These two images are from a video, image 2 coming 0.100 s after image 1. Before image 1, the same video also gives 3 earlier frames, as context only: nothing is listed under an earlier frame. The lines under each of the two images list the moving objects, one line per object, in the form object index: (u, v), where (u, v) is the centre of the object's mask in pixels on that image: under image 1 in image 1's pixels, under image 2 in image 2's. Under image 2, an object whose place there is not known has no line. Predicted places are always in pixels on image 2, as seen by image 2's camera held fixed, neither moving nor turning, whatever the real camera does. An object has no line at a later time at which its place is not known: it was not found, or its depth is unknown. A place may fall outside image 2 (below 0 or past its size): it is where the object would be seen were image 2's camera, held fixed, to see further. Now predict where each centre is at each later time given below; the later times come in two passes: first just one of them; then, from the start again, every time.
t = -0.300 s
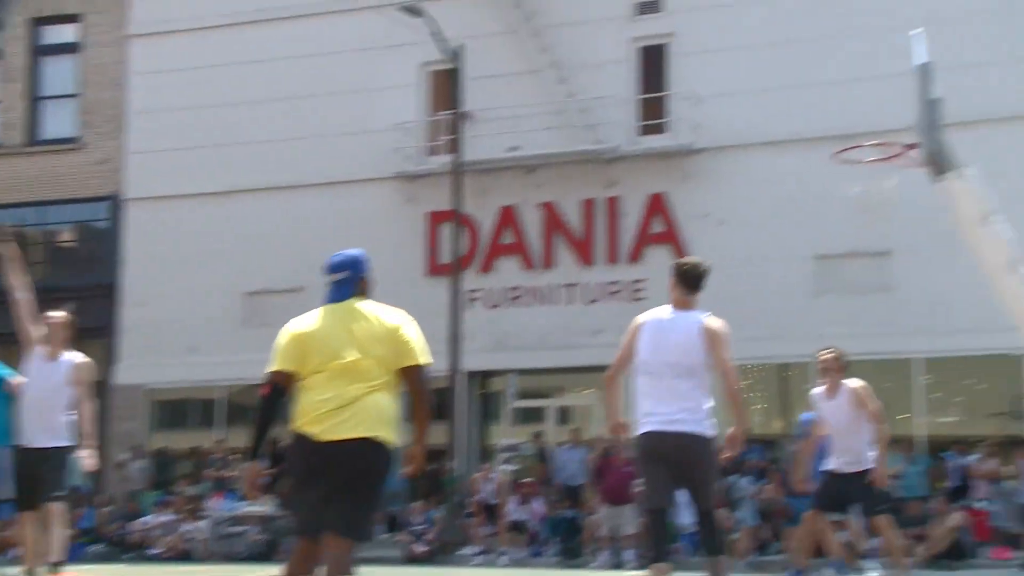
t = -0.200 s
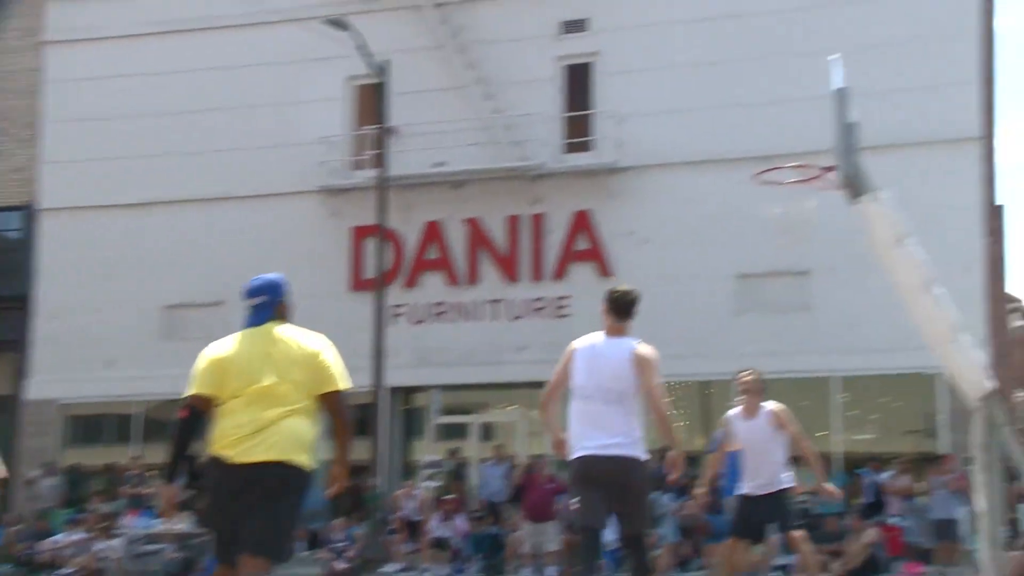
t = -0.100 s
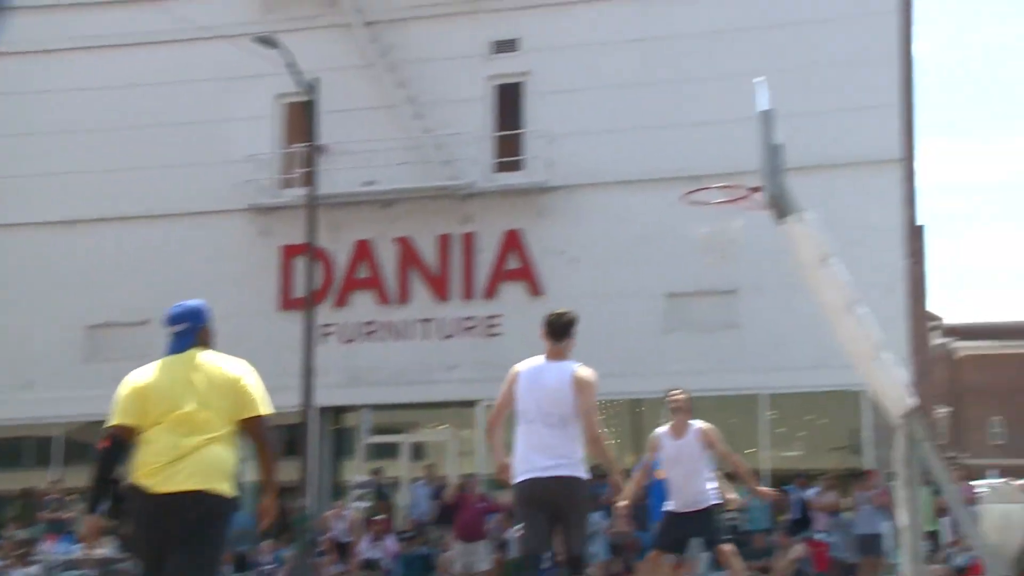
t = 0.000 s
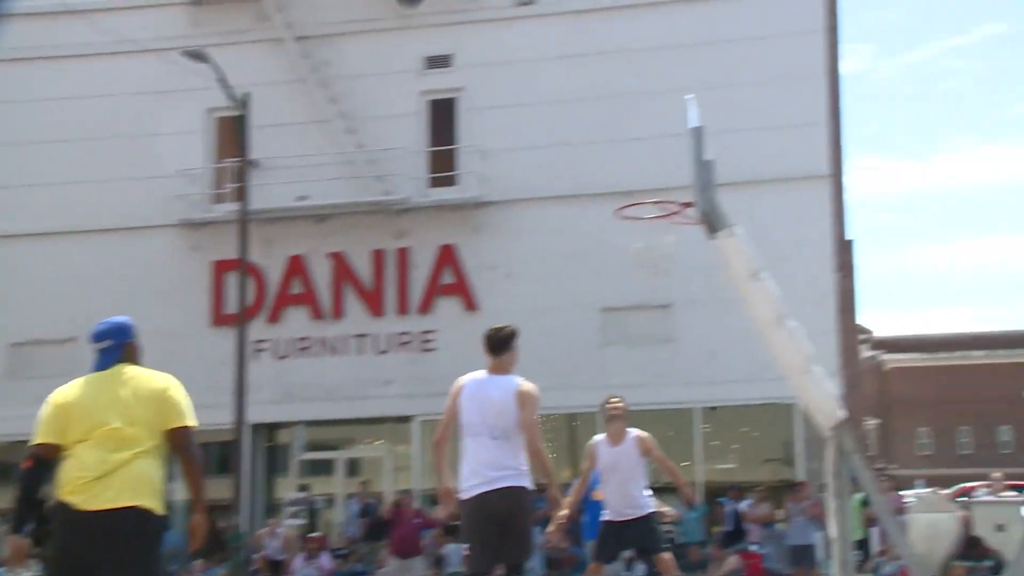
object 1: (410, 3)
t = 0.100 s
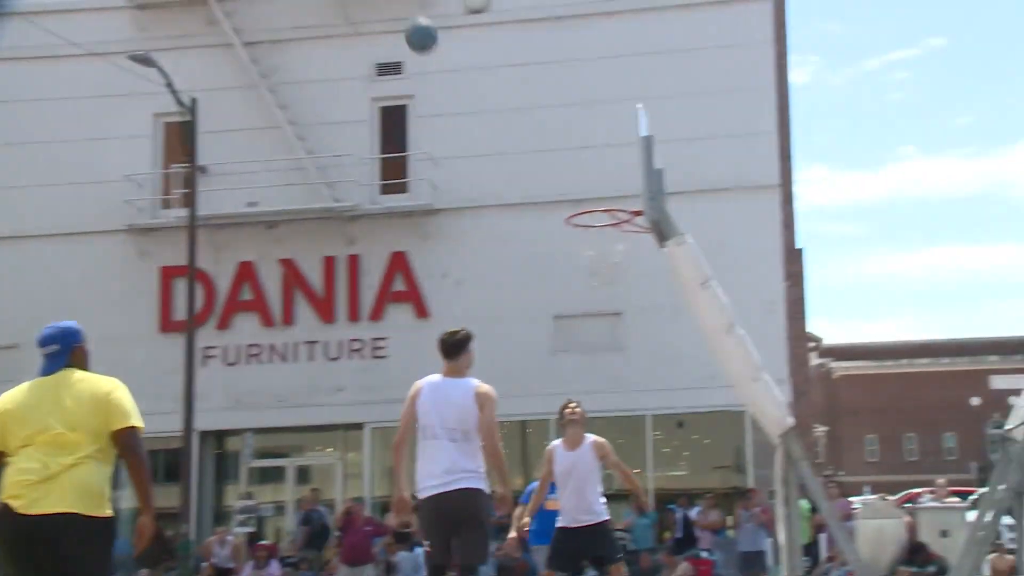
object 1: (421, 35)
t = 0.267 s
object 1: (525, 131)
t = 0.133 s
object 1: (441, 51)
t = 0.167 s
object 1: (462, 70)
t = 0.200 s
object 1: (484, 89)
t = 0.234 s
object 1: (504, 109)
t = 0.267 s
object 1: (525, 131)
